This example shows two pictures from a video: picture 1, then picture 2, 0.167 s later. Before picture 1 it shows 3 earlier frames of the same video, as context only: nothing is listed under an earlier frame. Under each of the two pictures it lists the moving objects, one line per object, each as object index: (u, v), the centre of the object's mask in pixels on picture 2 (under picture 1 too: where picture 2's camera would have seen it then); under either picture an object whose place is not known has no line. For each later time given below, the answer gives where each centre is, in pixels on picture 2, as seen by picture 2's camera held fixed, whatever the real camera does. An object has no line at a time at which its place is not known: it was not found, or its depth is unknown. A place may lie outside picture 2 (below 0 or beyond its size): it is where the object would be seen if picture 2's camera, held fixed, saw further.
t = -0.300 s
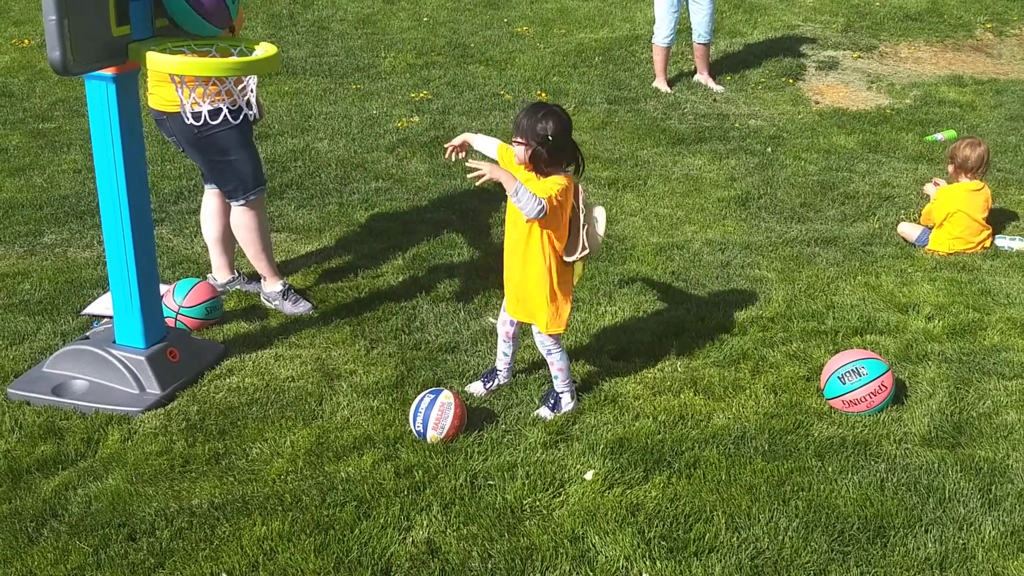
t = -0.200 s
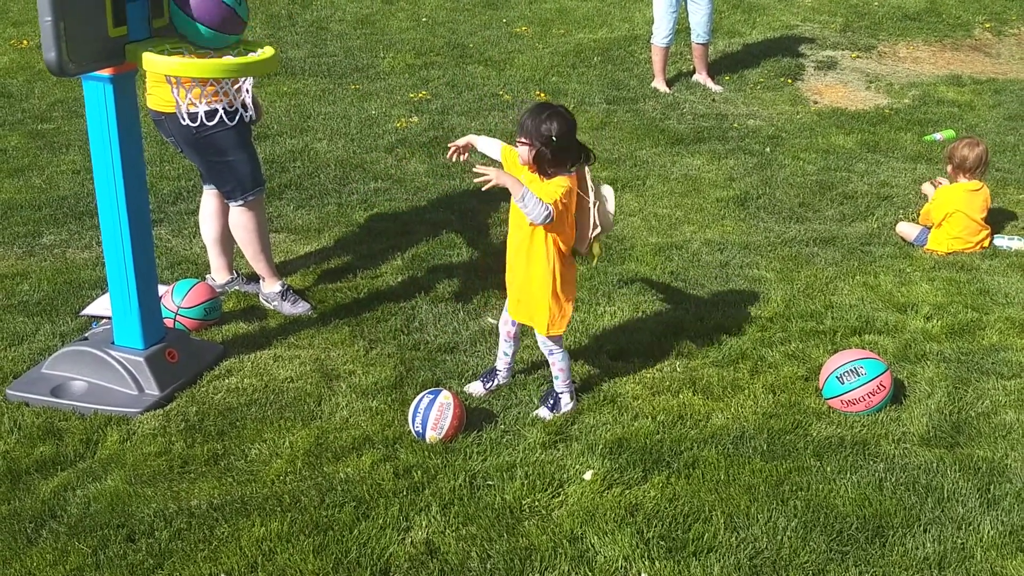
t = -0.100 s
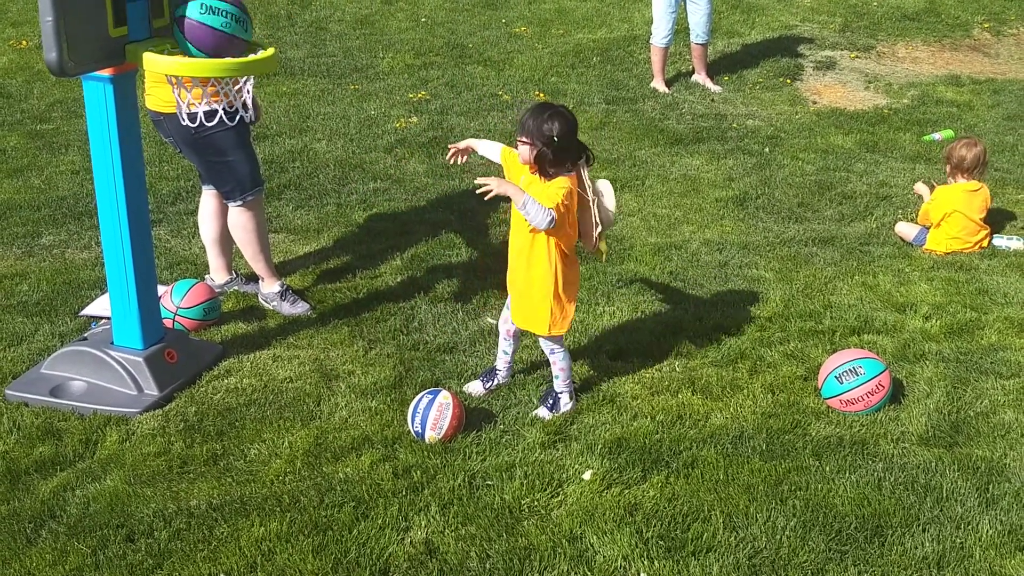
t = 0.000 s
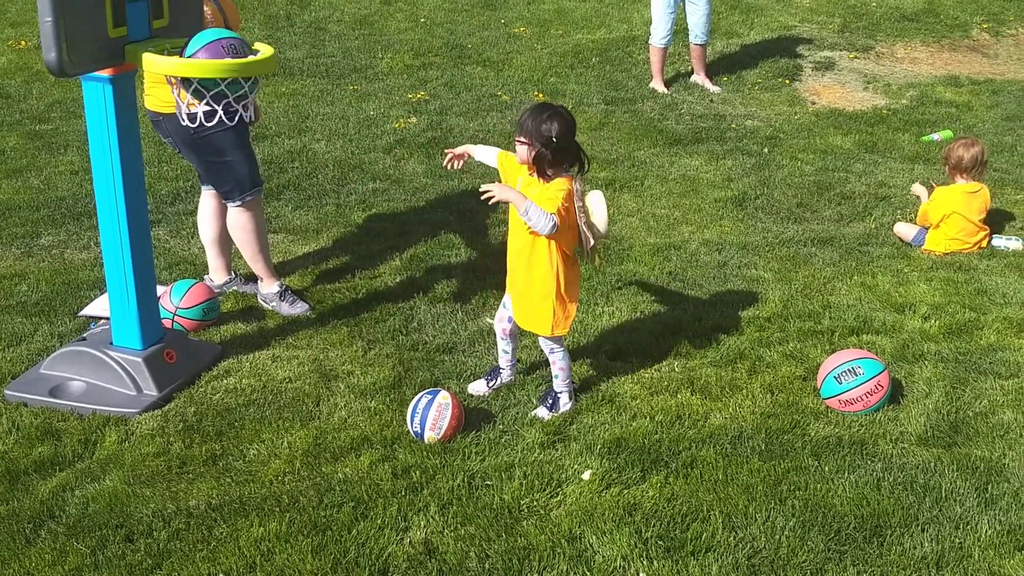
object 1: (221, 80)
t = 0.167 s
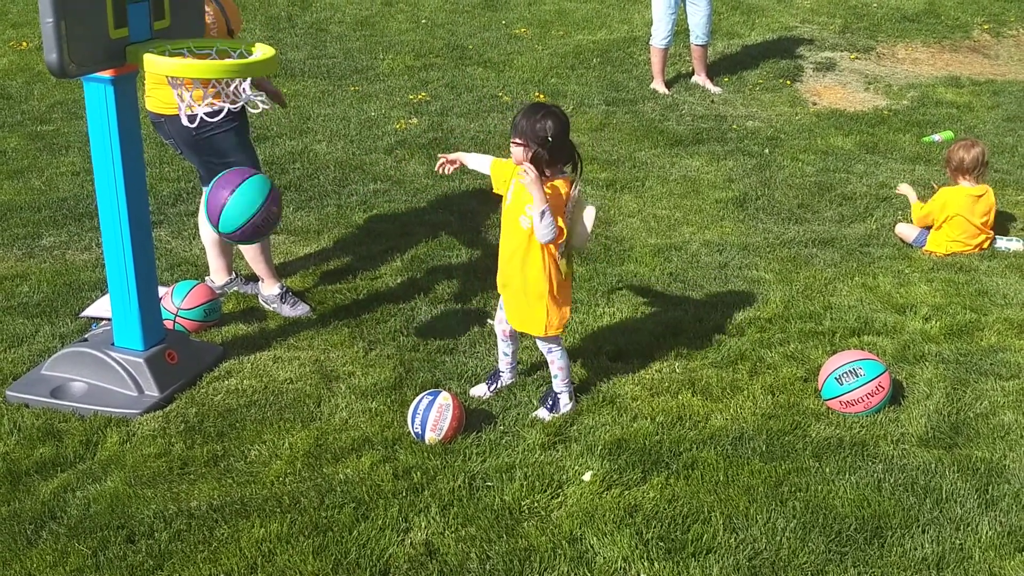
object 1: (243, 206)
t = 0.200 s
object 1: (249, 242)
